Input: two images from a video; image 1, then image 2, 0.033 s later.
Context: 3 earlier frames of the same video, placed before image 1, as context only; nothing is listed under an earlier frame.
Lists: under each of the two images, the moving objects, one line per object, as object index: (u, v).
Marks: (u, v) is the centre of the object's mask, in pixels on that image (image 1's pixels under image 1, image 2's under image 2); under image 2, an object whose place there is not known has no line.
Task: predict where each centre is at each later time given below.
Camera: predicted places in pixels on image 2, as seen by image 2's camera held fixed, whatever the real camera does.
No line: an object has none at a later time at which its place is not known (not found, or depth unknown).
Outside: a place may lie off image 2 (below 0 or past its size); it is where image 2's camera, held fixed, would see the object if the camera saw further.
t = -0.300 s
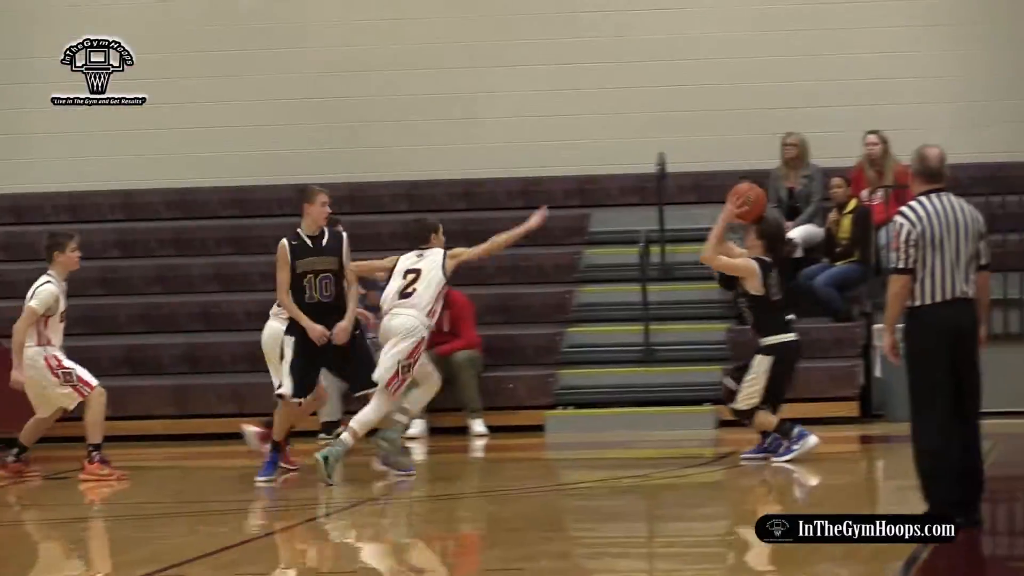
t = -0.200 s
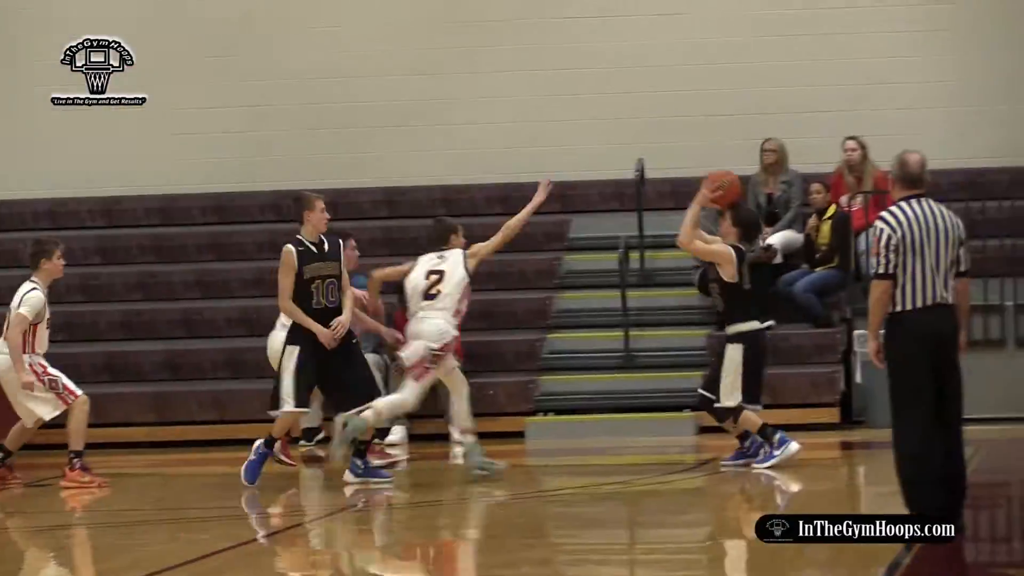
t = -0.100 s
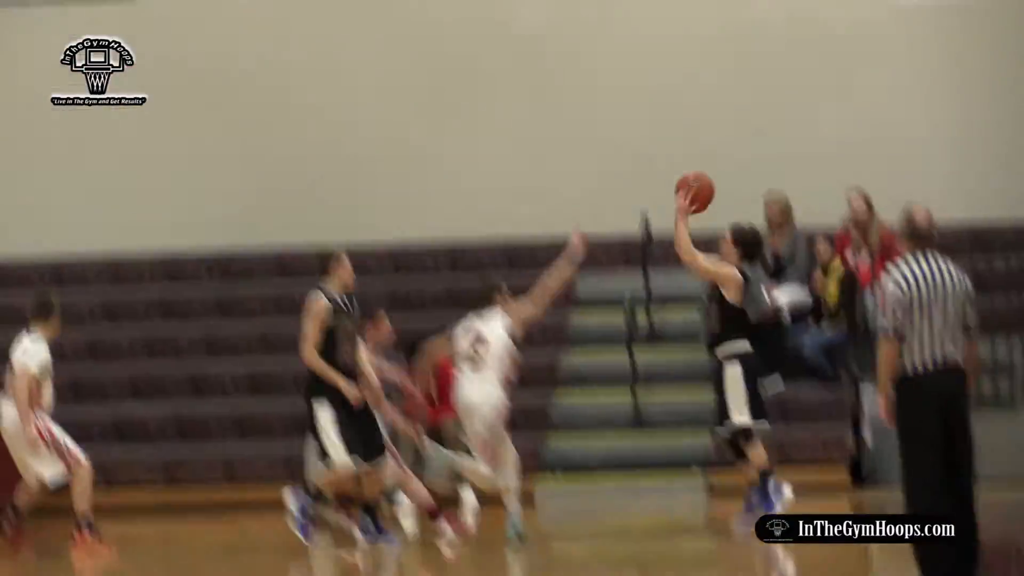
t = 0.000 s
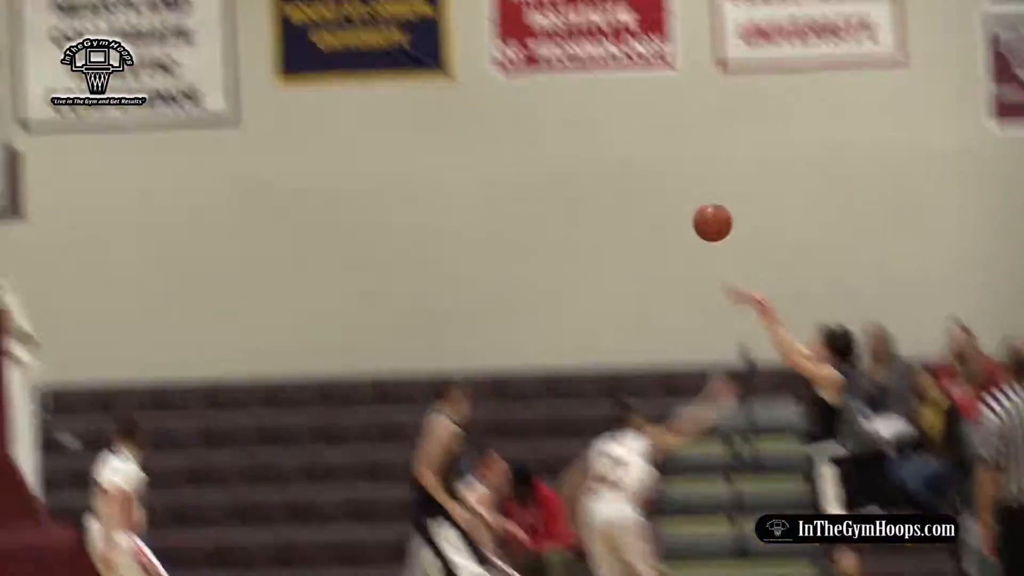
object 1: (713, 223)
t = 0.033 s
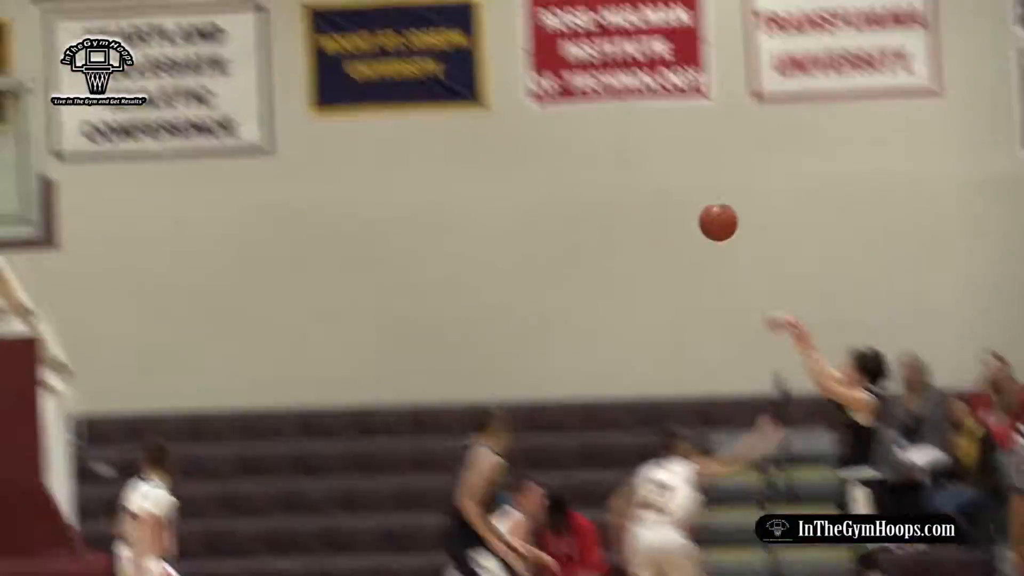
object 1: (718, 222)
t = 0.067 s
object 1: (694, 197)
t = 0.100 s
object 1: (667, 170)
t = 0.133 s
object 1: (640, 145)
